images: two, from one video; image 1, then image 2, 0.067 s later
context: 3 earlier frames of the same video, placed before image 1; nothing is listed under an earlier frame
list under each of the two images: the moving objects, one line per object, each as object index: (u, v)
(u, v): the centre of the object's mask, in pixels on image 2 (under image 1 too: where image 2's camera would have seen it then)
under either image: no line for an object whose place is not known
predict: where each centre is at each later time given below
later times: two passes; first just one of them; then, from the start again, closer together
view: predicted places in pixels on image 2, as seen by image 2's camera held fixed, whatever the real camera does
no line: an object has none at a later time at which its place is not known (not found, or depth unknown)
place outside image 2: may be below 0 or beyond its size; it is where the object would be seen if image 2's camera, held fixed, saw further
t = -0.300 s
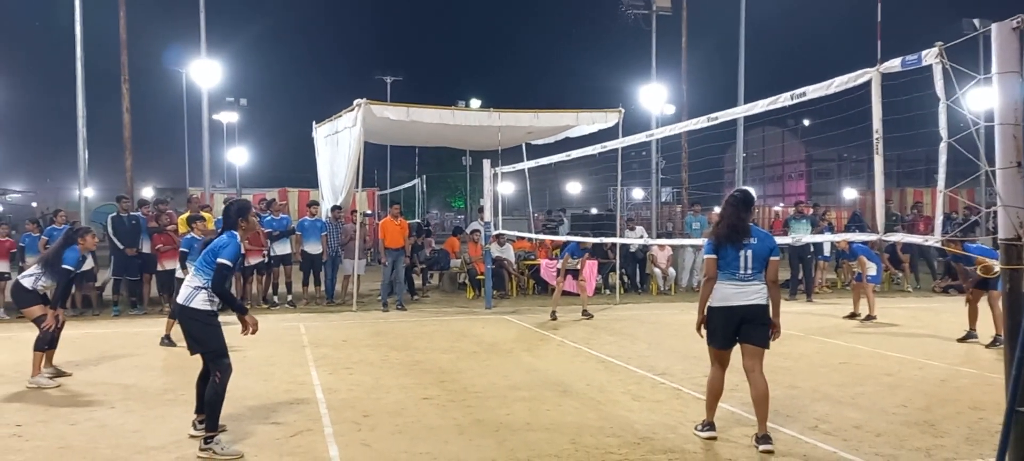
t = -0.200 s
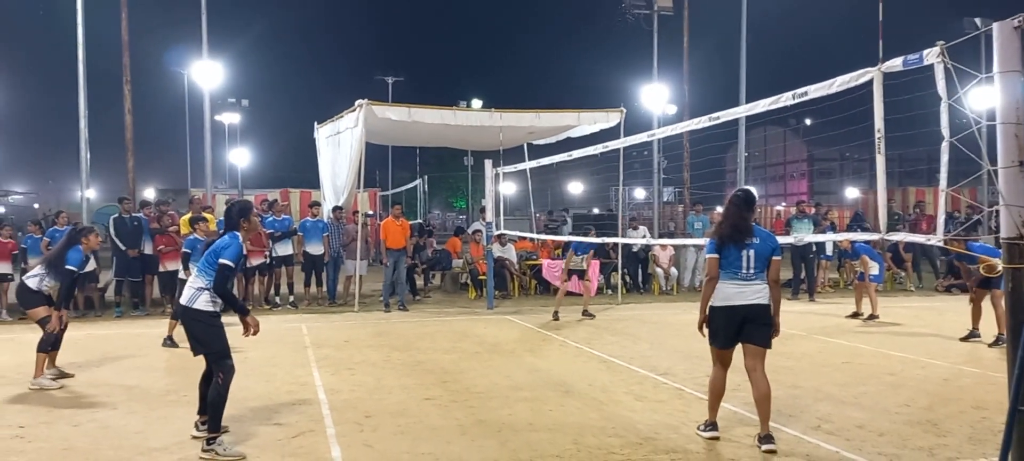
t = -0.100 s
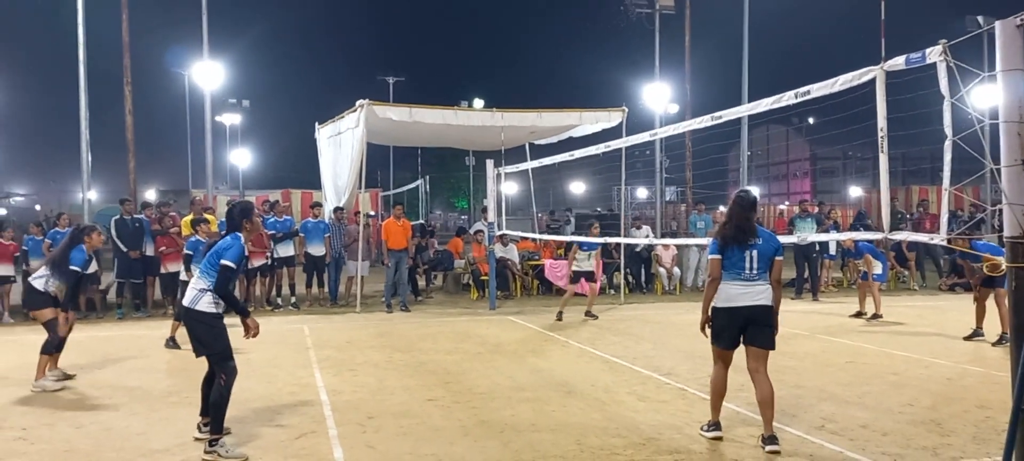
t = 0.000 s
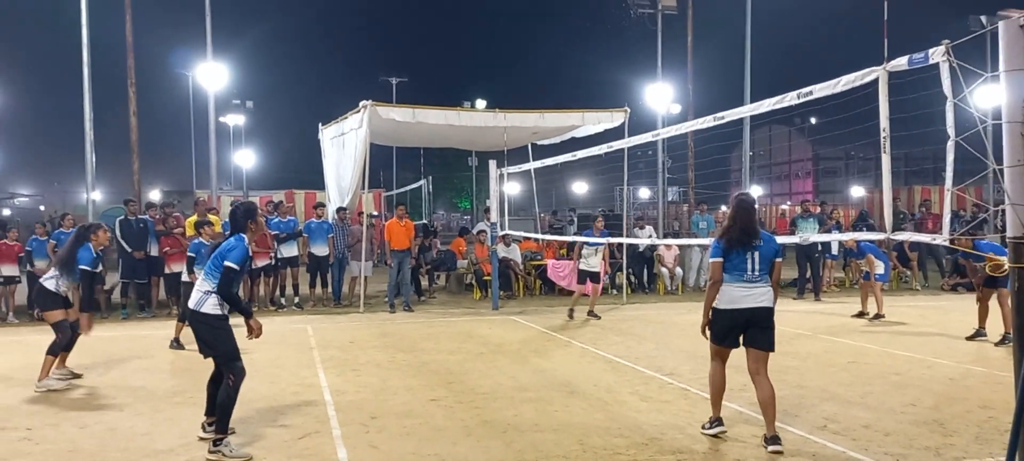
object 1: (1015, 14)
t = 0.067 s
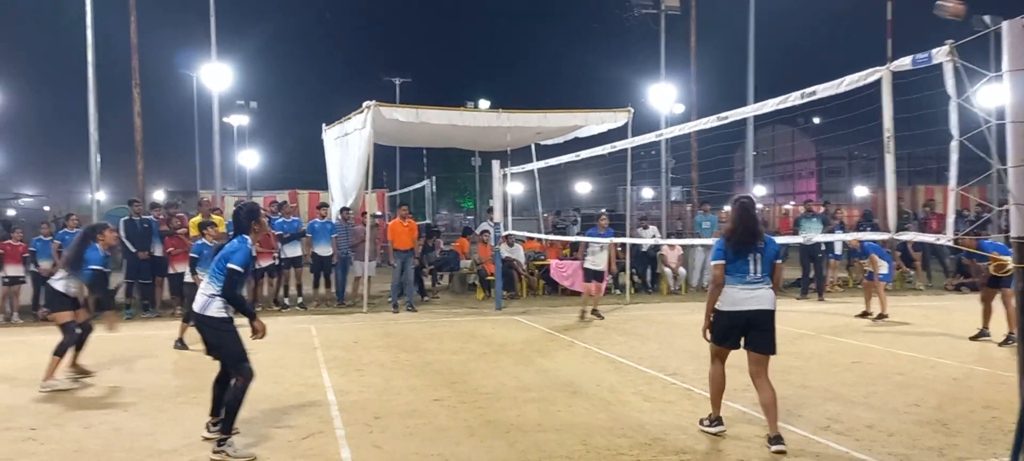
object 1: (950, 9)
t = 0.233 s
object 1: (784, 8)
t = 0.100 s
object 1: (917, 7)
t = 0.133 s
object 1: (884, 7)
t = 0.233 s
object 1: (784, 8)
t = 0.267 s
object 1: (755, 11)
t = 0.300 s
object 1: (724, 15)
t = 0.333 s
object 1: (693, 21)
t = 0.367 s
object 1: (662, 28)
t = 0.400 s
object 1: (631, 35)
